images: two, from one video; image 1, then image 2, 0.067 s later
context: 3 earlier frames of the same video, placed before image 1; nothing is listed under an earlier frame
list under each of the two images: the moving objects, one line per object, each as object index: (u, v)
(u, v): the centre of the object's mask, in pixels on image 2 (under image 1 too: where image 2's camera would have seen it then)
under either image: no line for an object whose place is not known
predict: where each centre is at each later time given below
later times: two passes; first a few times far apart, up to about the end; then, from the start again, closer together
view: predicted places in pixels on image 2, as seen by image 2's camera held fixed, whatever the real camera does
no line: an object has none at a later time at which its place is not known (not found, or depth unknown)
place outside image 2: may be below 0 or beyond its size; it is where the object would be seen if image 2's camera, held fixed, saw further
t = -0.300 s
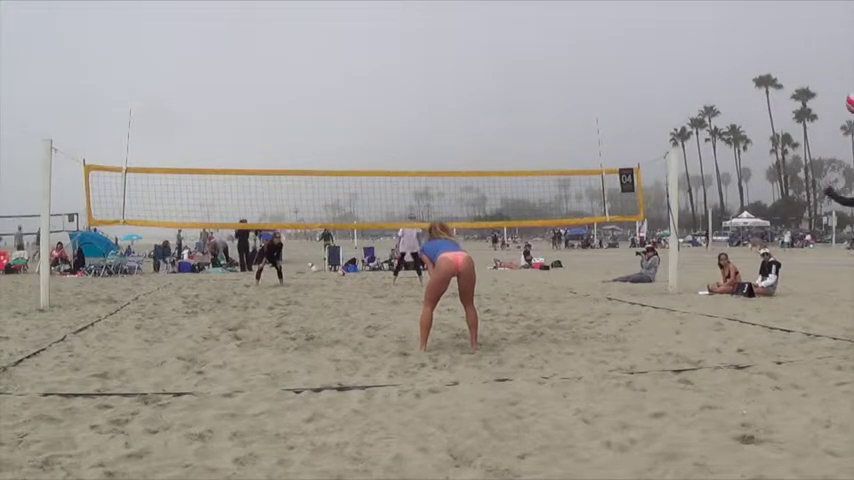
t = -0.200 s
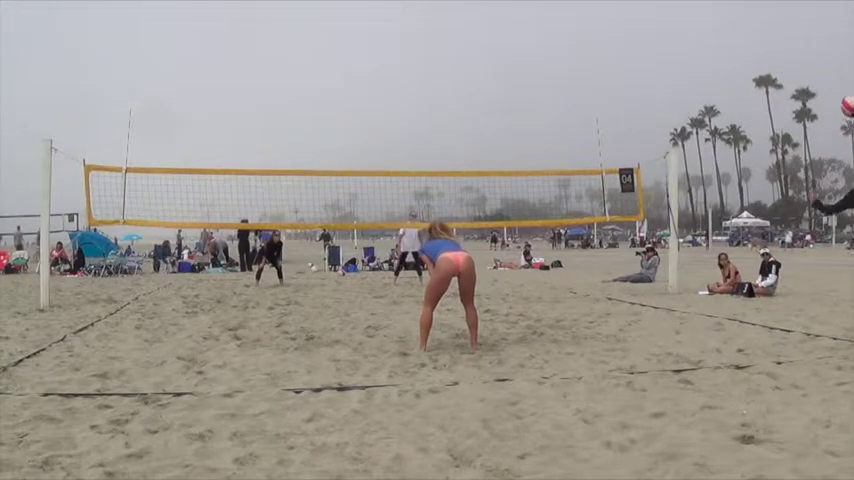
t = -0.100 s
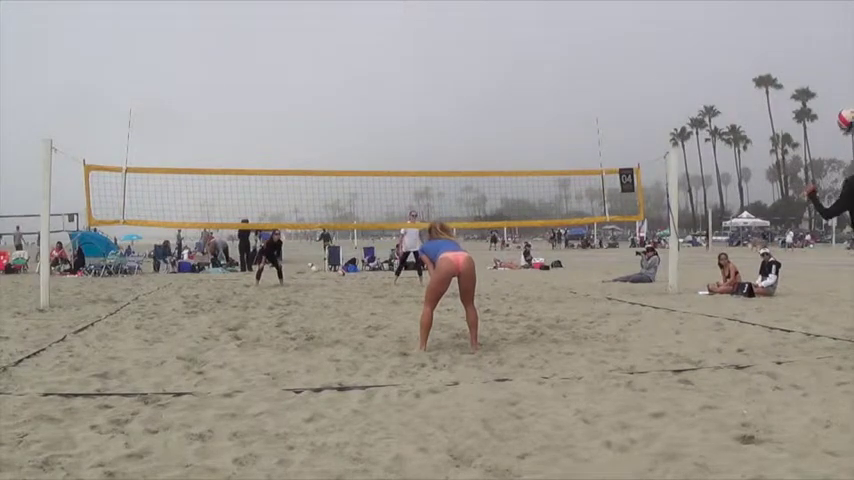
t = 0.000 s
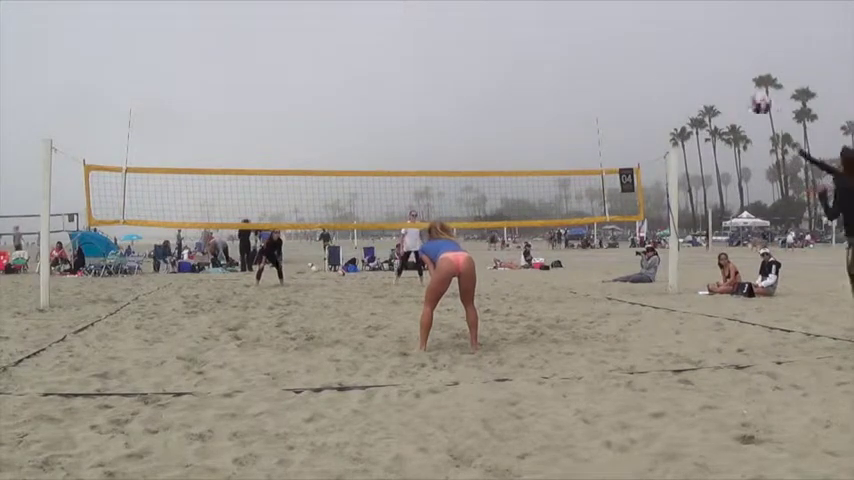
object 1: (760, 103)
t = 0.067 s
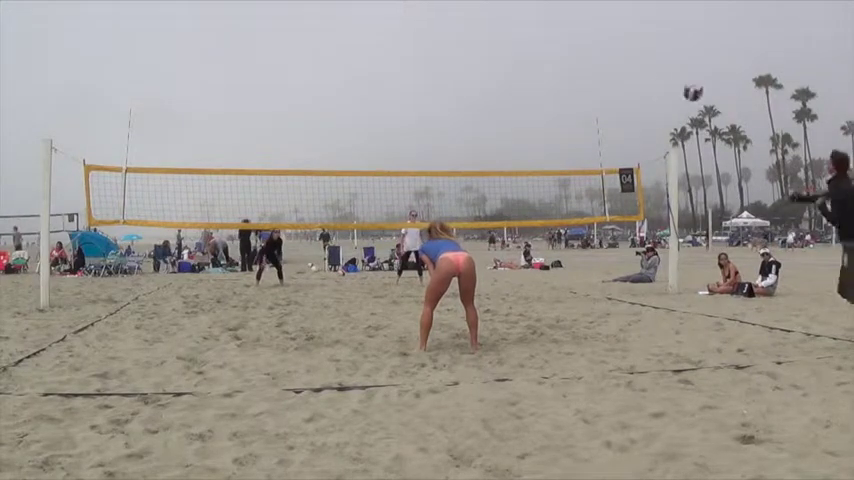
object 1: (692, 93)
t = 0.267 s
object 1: (542, 80)
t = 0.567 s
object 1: (414, 112)
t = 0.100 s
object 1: (662, 89)
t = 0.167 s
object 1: (609, 83)
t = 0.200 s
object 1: (585, 81)
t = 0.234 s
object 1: (562, 80)
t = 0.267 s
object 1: (542, 80)
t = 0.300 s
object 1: (523, 81)
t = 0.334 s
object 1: (506, 82)
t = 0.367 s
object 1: (490, 85)
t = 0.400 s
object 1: (475, 88)
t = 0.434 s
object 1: (462, 91)
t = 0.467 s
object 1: (448, 97)
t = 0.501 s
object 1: (436, 102)
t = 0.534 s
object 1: (425, 107)
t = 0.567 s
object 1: (414, 112)
